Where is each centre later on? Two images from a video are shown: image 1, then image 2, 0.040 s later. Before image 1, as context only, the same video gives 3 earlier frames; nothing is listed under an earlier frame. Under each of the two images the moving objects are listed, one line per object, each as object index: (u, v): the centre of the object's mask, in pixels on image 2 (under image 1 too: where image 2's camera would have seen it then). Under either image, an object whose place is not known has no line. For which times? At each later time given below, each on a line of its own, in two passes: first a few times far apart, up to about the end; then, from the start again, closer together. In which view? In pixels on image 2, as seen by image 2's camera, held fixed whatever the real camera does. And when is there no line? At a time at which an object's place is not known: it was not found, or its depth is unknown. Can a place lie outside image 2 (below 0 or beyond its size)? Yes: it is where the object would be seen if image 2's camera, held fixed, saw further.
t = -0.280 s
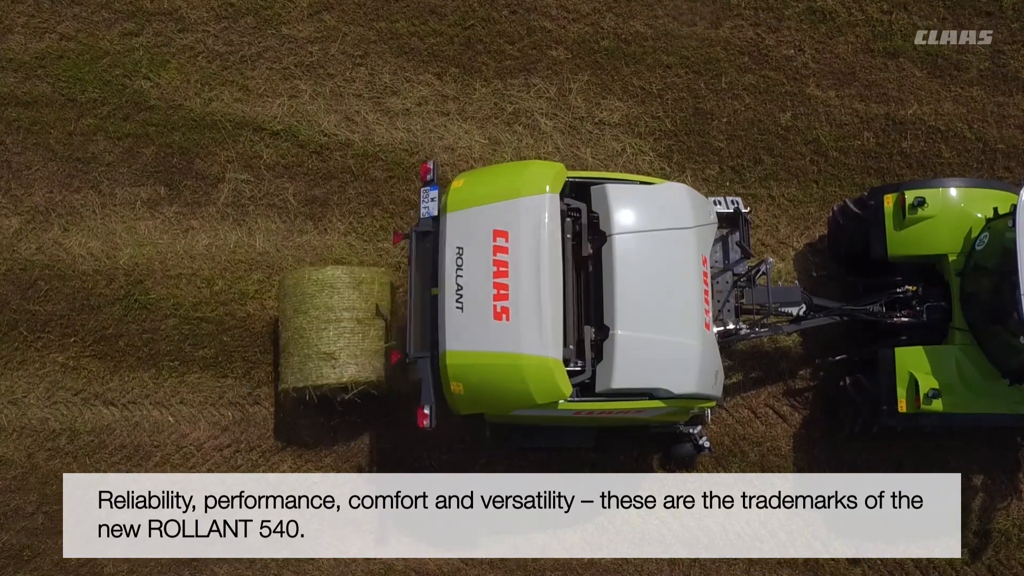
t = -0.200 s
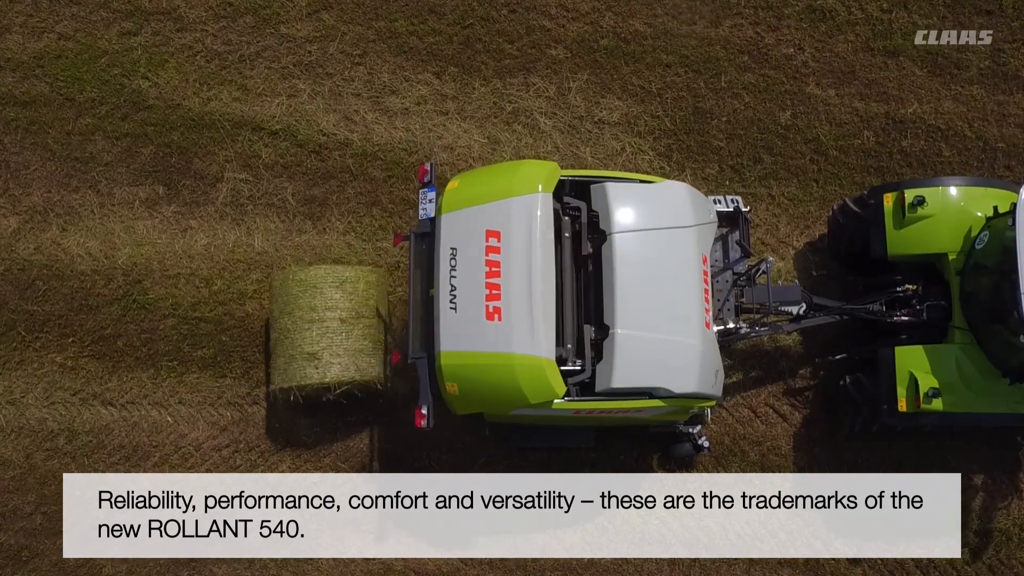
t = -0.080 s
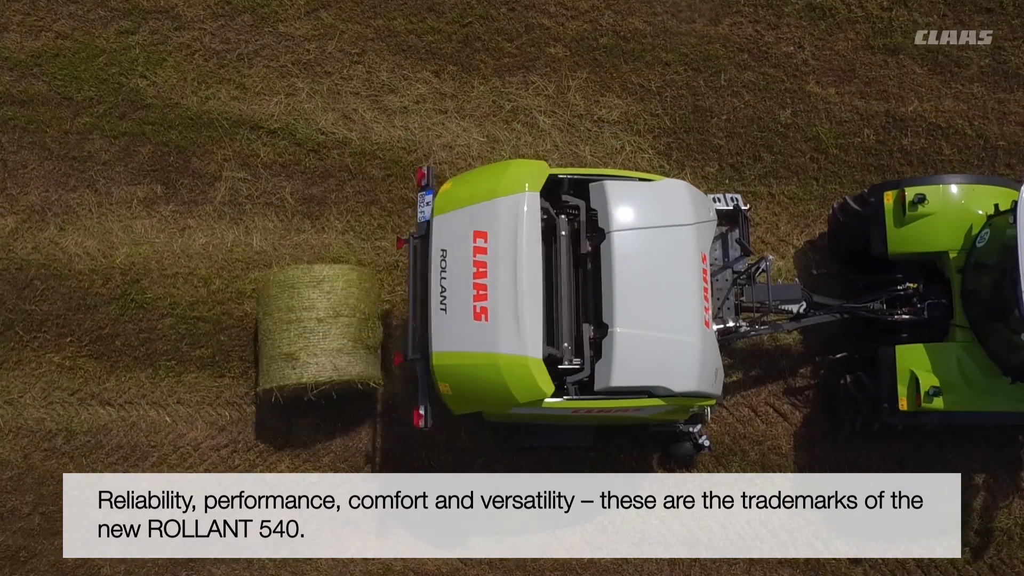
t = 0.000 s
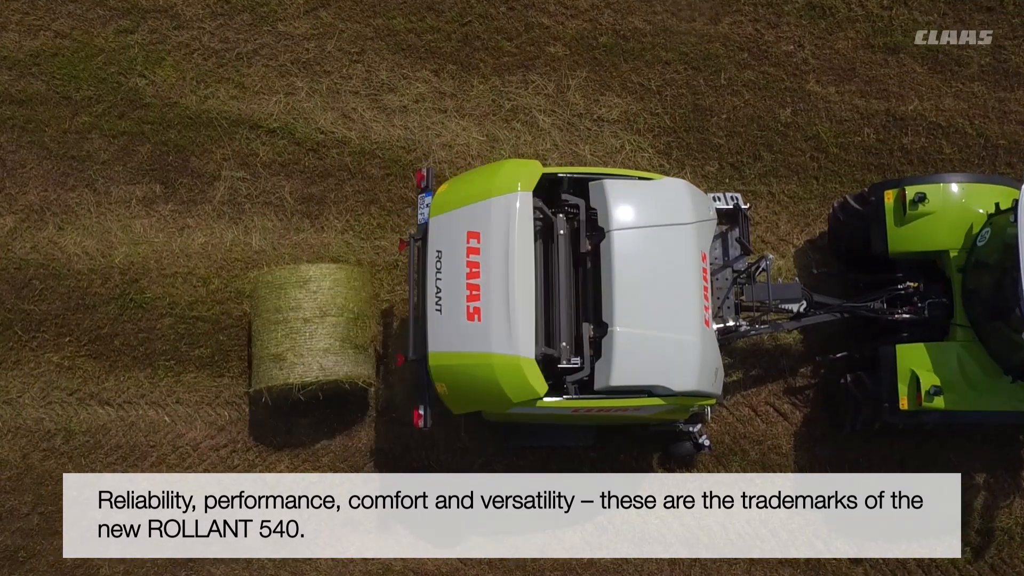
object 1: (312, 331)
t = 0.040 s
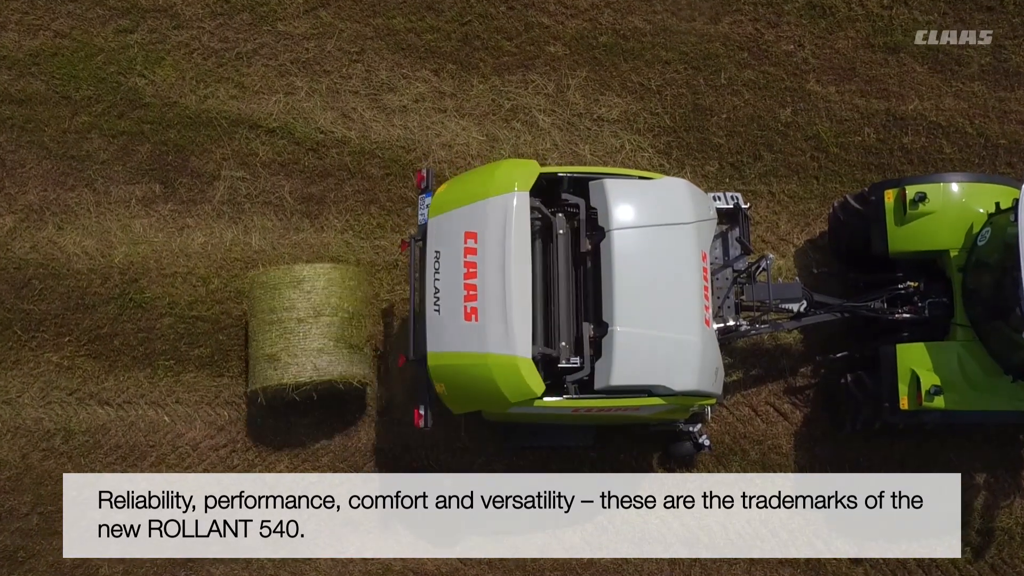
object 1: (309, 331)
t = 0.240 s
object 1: (297, 333)
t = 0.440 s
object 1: (290, 332)
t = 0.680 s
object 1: (285, 333)
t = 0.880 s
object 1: (285, 333)
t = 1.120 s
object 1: (288, 333)
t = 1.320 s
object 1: (292, 333)
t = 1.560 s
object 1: (297, 332)
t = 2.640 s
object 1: (312, 332)
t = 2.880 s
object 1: (315, 331)
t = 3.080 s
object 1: (317, 331)
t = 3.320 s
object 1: (318, 331)
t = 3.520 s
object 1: (319, 330)
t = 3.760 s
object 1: (320, 330)
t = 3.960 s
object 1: (321, 330)
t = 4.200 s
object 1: (322, 330)
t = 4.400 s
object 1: (321, 331)
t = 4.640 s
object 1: (322, 330)
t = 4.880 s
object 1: (322, 330)
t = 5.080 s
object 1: (321, 330)
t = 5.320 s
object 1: (323, 330)
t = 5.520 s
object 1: (323, 330)
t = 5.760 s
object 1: (322, 331)
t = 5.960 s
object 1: (322, 331)
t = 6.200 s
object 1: (322, 331)
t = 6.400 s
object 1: (323, 331)
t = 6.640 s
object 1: (323, 330)
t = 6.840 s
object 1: (323, 330)
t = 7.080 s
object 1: (323, 330)
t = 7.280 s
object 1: (323, 330)
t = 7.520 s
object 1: (323, 330)
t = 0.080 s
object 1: (306, 332)
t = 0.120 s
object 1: (303, 331)
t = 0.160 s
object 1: (301, 332)
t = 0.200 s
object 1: (299, 332)
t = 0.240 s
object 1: (297, 333)
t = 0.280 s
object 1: (295, 332)
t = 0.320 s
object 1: (293, 332)
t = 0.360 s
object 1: (292, 333)
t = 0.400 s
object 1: (291, 333)
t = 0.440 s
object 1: (290, 332)
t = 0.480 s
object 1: (288, 333)
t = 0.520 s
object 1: (288, 333)
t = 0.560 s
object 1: (287, 333)
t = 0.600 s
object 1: (286, 333)
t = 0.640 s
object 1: (286, 333)
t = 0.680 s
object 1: (285, 333)
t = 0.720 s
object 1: (285, 333)
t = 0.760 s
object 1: (285, 333)
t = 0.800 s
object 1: (285, 333)
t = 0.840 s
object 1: (285, 333)
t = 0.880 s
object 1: (285, 333)
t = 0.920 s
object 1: (285, 333)
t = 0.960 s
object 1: (286, 333)
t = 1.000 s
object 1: (286, 333)
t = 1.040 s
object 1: (287, 333)
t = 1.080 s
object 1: (288, 333)
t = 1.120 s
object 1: (288, 333)
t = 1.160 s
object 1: (289, 333)
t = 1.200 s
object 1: (290, 333)
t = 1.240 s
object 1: (291, 333)
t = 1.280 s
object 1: (291, 333)
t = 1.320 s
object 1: (292, 333)
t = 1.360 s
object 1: (293, 333)
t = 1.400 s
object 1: (294, 333)
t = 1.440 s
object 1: (294, 333)
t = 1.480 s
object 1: (295, 333)
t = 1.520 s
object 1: (296, 332)
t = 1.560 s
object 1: (297, 332)
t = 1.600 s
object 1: (298, 332)
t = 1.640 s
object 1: (298, 332)
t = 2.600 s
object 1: (311, 331)
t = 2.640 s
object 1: (312, 332)
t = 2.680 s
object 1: (313, 331)
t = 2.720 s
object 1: (313, 331)
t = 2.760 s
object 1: (313, 331)
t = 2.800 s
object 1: (313, 331)
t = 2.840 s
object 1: (314, 331)
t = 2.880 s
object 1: (315, 331)
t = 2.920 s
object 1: (315, 331)
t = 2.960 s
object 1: (315, 331)
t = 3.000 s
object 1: (316, 331)
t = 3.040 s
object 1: (316, 331)
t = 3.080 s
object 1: (317, 331)
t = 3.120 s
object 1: (317, 331)
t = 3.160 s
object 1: (317, 331)
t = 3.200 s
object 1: (317, 331)
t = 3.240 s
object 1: (318, 330)
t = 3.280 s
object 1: (318, 330)
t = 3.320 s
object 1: (318, 331)
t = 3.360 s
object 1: (319, 330)
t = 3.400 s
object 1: (319, 330)
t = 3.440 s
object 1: (319, 330)
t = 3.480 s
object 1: (319, 330)
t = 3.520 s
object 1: (319, 330)
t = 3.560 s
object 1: (320, 330)
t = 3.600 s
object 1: (320, 330)
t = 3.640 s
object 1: (320, 330)
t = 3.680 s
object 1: (320, 330)
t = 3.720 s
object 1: (320, 330)
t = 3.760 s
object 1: (320, 330)
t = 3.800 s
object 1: (321, 330)
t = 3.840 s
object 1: (321, 330)
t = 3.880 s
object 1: (321, 330)
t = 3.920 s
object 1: (321, 330)
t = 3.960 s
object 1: (321, 330)
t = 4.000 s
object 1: (322, 330)
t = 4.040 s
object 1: (322, 330)
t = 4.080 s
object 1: (322, 330)
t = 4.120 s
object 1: (322, 330)
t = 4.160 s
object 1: (322, 330)
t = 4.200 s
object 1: (322, 330)
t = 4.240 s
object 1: (321, 330)
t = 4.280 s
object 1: (322, 330)
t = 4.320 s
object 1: (321, 330)
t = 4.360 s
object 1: (321, 330)
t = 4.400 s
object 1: (321, 331)
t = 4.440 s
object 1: (321, 330)
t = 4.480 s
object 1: (321, 330)
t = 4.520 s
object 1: (321, 330)
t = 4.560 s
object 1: (322, 330)
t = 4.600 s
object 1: (322, 330)
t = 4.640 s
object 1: (322, 330)
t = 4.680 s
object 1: (322, 330)
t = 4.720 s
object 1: (322, 330)
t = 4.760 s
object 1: (322, 330)
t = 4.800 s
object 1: (322, 330)
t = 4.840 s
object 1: (321, 330)
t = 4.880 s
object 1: (322, 330)
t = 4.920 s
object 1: (322, 330)
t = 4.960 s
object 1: (321, 330)
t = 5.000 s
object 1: (321, 330)
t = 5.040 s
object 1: (321, 330)
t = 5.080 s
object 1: (321, 330)
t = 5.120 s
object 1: (322, 330)
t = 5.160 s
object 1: (322, 330)
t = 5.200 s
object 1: (322, 330)
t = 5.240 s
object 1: (323, 330)
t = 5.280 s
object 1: (323, 330)
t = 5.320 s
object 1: (323, 330)
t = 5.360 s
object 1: (323, 330)
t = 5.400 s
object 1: (323, 330)
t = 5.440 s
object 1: (323, 330)
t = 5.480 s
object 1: (323, 330)
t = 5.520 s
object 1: (323, 330)
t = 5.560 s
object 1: (322, 331)
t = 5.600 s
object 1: (322, 331)
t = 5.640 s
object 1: (323, 330)
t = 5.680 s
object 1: (322, 331)
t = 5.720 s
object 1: (322, 331)
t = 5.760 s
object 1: (322, 331)
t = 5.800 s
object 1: (322, 331)
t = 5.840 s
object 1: (322, 331)
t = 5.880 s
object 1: (322, 331)
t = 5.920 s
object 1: (322, 331)
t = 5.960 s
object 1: (322, 331)
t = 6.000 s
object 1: (322, 331)
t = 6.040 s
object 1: (322, 331)
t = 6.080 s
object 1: (322, 331)
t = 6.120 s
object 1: (322, 331)
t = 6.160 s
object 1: (322, 331)
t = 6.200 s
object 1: (322, 331)
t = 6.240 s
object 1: (323, 331)
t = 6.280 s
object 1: (323, 331)
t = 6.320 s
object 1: (323, 331)
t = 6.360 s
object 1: (323, 331)
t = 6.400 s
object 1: (323, 331)
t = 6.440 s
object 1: (323, 331)
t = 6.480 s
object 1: (323, 331)
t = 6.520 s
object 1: (323, 331)
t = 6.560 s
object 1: (323, 331)
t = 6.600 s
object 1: (323, 330)
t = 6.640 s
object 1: (323, 330)
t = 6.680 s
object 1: (323, 330)
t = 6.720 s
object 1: (323, 330)
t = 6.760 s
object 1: (322, 330)
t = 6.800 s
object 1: (323, 330)
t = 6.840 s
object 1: (323, 330)
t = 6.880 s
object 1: (323, 330)
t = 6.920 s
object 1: (323, 330)
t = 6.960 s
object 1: (323, 330)
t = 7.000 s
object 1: (323, 330)
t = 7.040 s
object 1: (323, 330)
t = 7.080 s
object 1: (323, 330)
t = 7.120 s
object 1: (322, 330)
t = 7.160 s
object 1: (322, 330)
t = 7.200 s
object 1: (323, 330)
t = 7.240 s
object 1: (323, 330)
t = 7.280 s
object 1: (323, 330)
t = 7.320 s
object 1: (323, 330)
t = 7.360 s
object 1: (323, 330)
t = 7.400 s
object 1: (323, 330)
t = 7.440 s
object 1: (323, 330)
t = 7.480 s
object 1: (323, 330)
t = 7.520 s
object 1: (323, 330)
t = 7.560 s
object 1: (323, 330)
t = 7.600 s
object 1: (323, 330)
